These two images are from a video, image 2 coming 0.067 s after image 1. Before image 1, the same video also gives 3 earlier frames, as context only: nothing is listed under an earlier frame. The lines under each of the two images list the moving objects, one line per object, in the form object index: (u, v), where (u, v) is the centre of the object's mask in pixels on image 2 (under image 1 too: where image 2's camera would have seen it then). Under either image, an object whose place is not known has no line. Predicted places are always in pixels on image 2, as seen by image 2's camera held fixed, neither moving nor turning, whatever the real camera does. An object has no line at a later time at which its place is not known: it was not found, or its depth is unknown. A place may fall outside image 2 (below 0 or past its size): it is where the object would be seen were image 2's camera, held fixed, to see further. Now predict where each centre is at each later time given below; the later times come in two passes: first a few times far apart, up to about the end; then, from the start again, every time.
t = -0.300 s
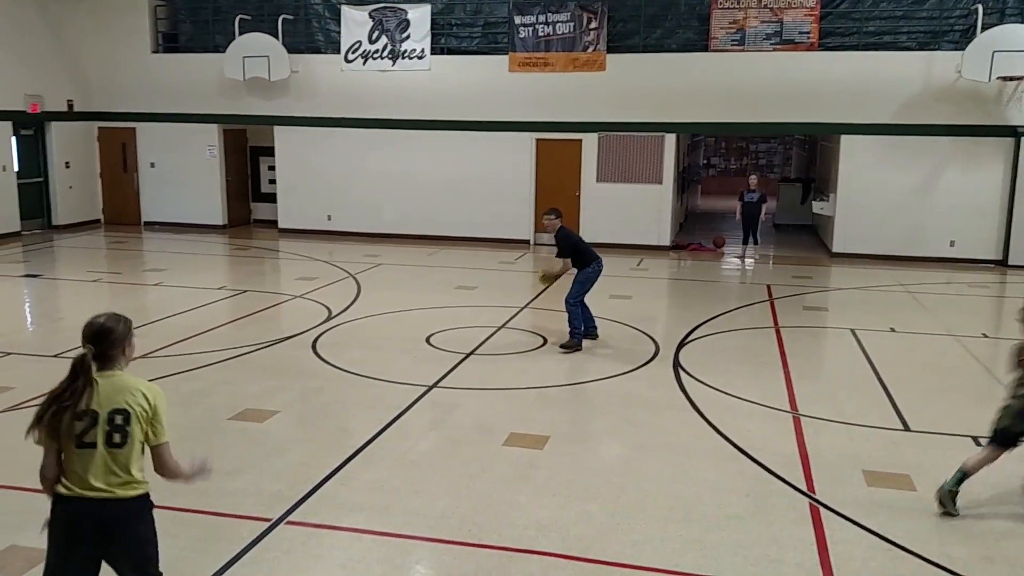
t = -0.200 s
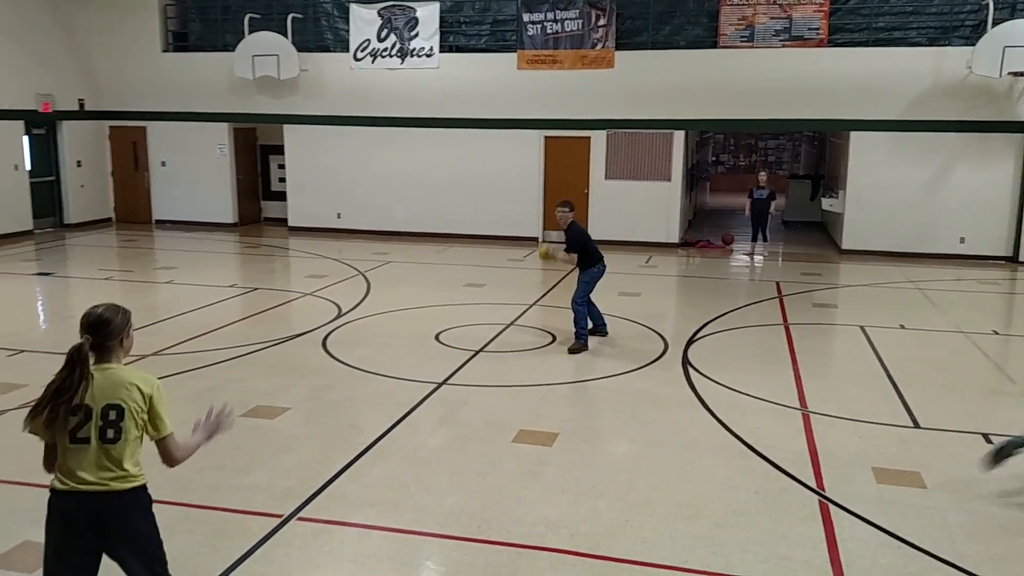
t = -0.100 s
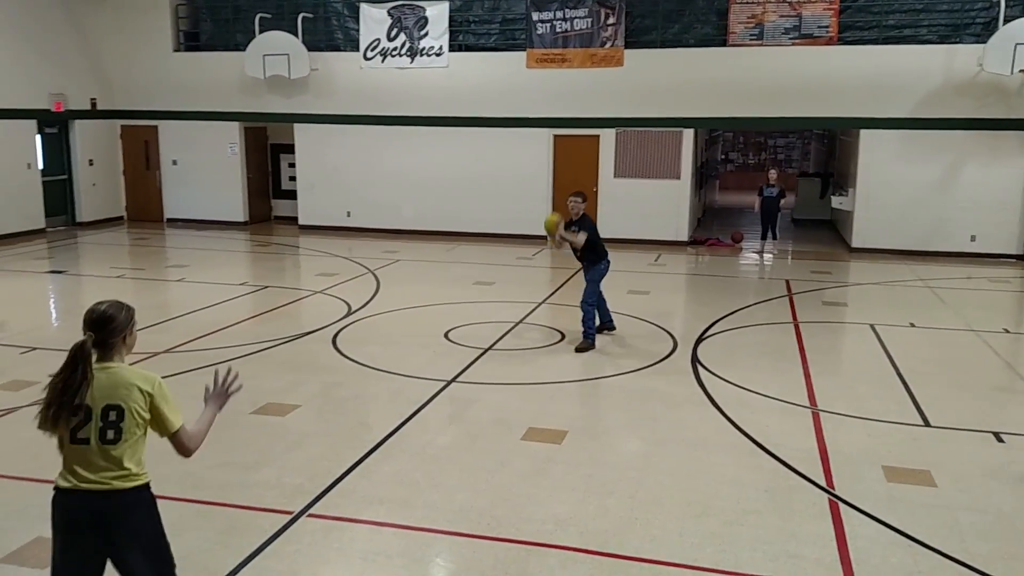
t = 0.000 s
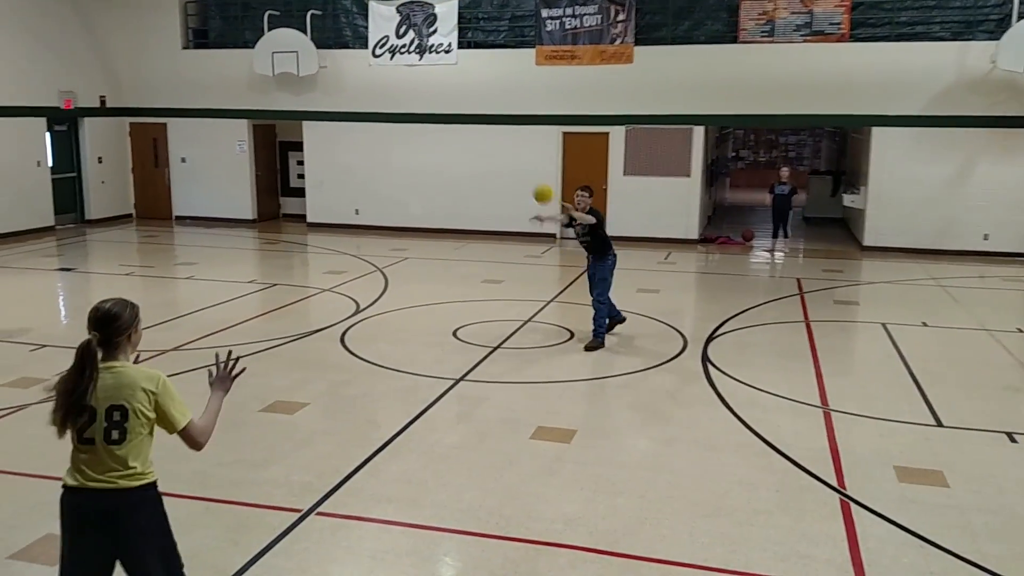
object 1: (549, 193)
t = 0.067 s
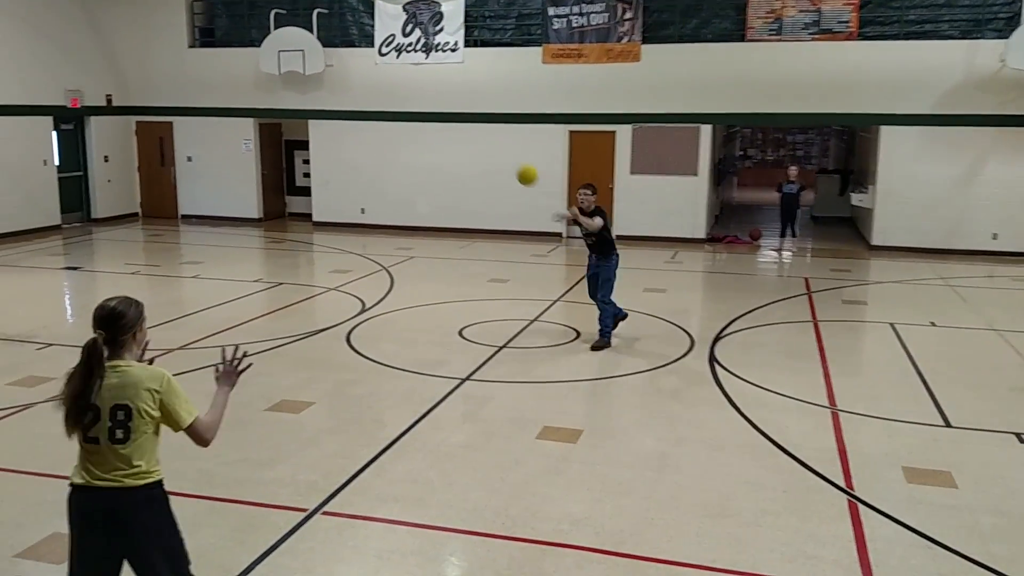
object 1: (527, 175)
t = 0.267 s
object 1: (443, 142)
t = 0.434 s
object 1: (342, 150)
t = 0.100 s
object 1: (515, 168)
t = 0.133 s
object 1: (502, 160)
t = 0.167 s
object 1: (489, 155)
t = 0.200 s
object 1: (474, 149)
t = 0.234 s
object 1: (460, 145)
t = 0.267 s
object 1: (443, 142)
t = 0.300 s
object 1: (427, 140)
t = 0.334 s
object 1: (408, 140)
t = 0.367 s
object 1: (388, 141)
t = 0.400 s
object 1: (365, 145)
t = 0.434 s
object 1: (342, 150)
